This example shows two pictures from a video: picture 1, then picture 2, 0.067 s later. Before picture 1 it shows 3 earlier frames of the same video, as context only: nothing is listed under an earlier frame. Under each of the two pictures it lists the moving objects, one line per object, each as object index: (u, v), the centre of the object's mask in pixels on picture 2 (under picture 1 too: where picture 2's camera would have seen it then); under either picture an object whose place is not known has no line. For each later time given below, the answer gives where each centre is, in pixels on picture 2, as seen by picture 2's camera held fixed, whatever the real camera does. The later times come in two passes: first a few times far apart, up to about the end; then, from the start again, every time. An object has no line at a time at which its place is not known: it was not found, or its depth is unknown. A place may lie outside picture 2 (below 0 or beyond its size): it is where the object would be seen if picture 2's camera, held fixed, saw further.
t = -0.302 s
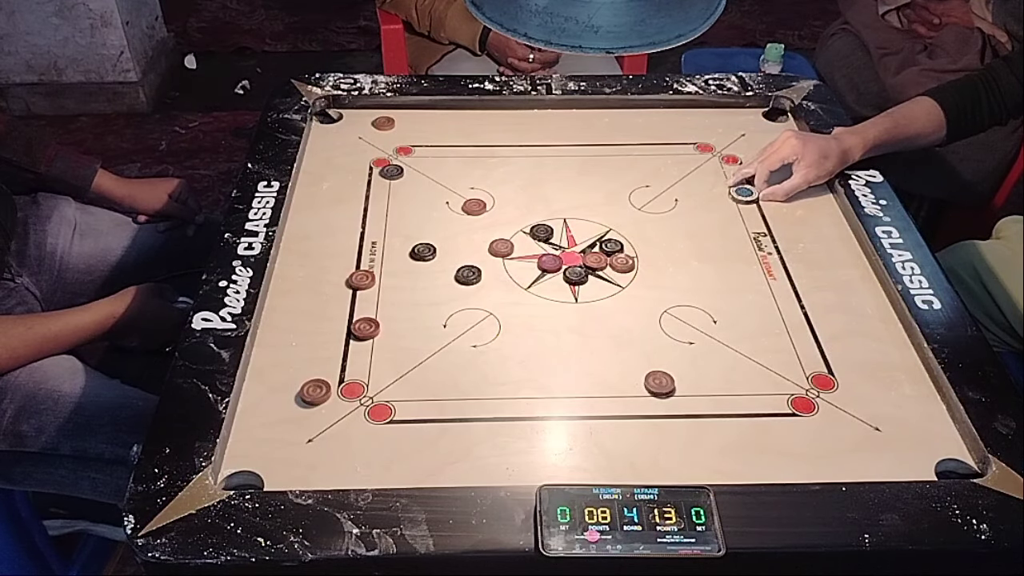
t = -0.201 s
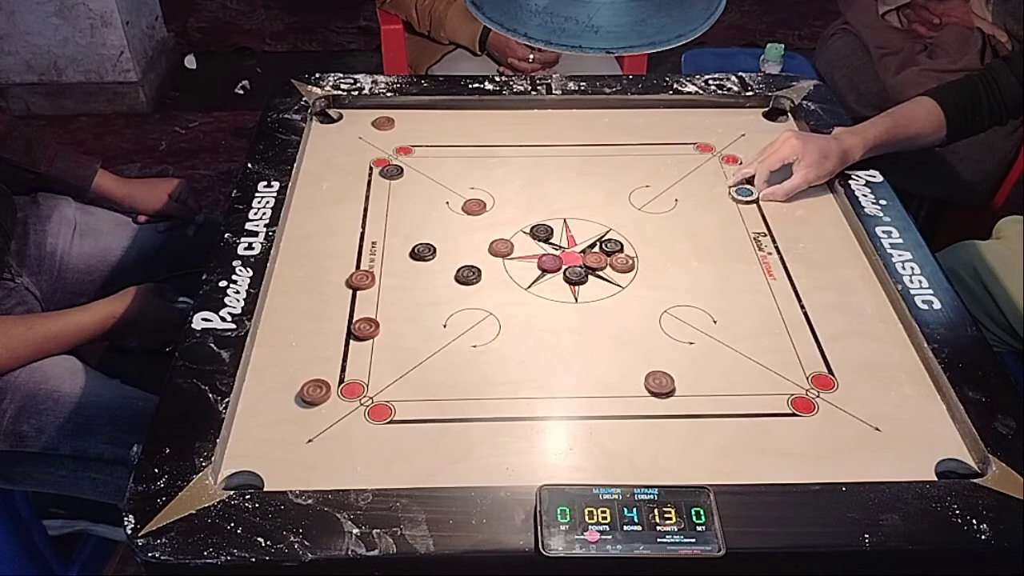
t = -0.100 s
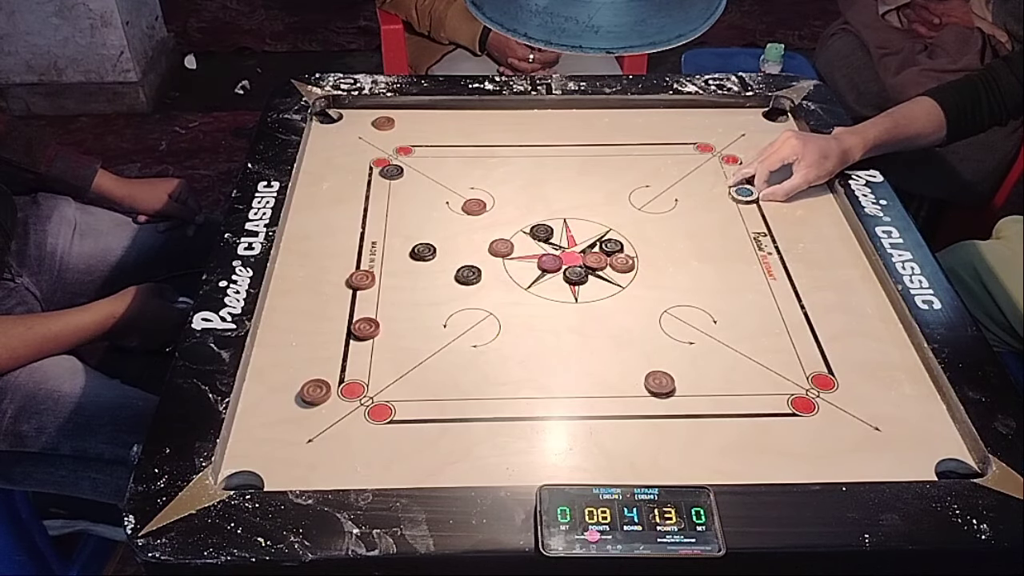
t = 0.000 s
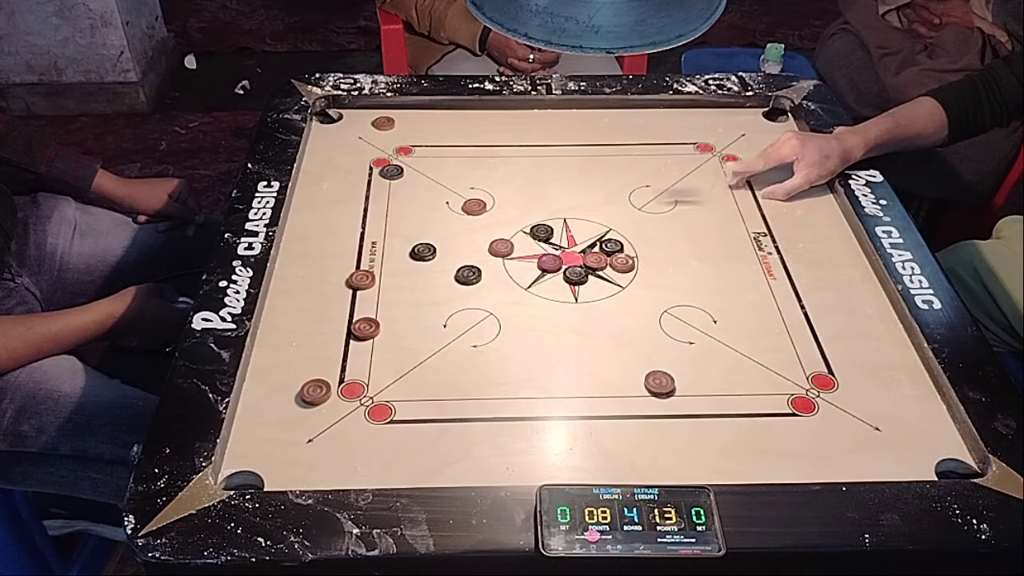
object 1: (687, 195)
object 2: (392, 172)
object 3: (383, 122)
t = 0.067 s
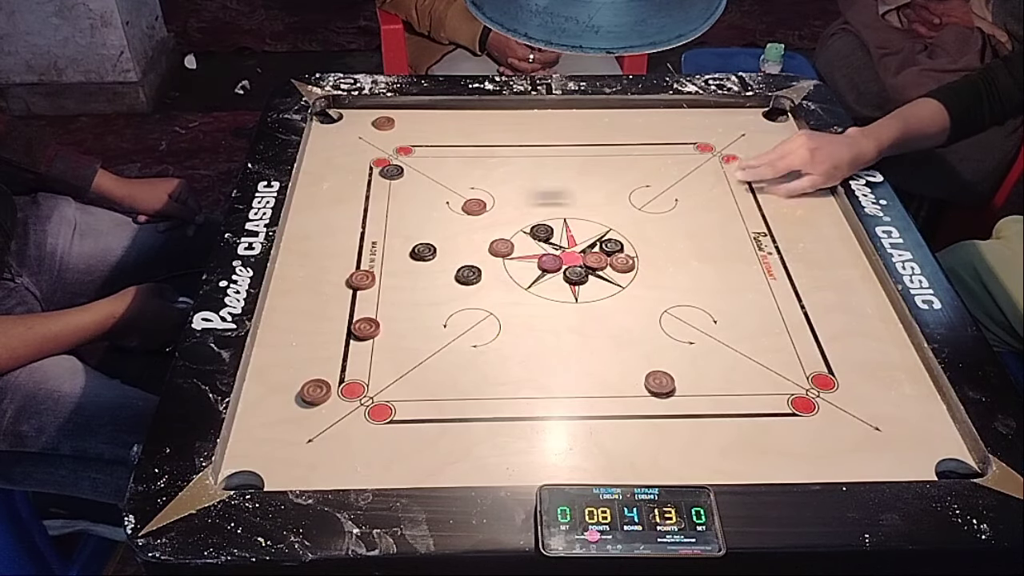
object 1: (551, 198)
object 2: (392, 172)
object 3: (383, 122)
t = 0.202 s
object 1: (392, 182)
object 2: (362, 160)
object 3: (383, 122)
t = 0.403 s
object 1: (331, 178)
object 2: (368, 127)
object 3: (425, 115)
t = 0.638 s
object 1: (386, 176)
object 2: (368, 127)
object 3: (487, 134)
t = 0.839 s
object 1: (393, 176)
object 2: (368, 127)
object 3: (496, 136)
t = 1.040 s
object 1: (393, 176)
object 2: (368, 127)
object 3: (496, 136)
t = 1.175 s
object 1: (394, 176)
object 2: (368, 127)
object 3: (496, 136)
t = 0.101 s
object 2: (392, 172)
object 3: (383, 122)
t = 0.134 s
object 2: (392, 172)
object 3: (383, 122)
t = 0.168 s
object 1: (418, 184)
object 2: (391, 172)
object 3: (383, 122)
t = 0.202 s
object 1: (392, 182)
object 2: (362, 160)
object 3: (383, 122)
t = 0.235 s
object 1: (371, 181)
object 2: (335, 147)
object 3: (383, 122)
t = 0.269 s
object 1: (352, 181)
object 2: (326, 137)
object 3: (383, 122)
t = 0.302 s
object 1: (333, 180)
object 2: (350, 131)
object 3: (383, 122)
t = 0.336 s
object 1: (317, 180)
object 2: (365, 128)
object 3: (392, 120)
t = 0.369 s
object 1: (318, 179)
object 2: (367, 127)
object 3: (410, 116)
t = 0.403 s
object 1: (331, 178)
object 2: (368, 127)
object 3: (425, 115)
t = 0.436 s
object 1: (343, 178)
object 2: (368, 127)
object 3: (437, 119)
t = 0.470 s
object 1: (354, 177)
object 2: (368, 127)
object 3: (448, 122)
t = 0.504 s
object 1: (362, 177)
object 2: (368, 127)
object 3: (459, 125)
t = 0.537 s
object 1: (370, 177)
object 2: (368, 127)
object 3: (468, 128)
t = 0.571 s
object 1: (377, 177)
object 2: (368, 127)
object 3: (476, 130)
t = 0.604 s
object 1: (382, 176)
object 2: (368, 127)
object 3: (482, 132)
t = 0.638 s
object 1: (386, 176)
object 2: (368, 127)
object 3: (487, 134)
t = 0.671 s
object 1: (390, 176)
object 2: (368, 127)
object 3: (491, 135)
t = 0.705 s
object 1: (392, 176)
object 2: (368, 127)
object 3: (494, 136)
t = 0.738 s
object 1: (393, 176)
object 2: (368, 127)
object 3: (495, 136)
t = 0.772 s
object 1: (393, 176)
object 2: (368, 127)
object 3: (496, 136)
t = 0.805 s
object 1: (393, 176)
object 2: (368, 127)
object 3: (496, 136)
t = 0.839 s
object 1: (393, 176)
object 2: (368, 127)
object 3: (496, 136)
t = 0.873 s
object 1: (393, 176)
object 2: (368, 127)
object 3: (496, 136)
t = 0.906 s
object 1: (393, 176)
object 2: (368, 127)
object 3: (496, 136)
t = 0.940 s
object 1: (393, 176)
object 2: (368, 127)
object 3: (496, 136)
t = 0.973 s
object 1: (393, 176)
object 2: (368, 127)
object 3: (496, 136)
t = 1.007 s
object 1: (393, 176)
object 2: (368, 127)
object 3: (496, 136)
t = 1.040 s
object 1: (393, 176)
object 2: (368, 127)
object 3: (496, 136)
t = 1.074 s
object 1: (394, 176)
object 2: (368, 127)
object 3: (496, 136)
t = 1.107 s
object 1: (394, 176)
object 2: (368, 127)
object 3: (496, 136)
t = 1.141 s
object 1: (394, 176)
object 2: (368, 127)
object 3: (496, 136)
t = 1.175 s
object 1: (394, 176)
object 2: (368, 127)
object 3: (496, 136)
